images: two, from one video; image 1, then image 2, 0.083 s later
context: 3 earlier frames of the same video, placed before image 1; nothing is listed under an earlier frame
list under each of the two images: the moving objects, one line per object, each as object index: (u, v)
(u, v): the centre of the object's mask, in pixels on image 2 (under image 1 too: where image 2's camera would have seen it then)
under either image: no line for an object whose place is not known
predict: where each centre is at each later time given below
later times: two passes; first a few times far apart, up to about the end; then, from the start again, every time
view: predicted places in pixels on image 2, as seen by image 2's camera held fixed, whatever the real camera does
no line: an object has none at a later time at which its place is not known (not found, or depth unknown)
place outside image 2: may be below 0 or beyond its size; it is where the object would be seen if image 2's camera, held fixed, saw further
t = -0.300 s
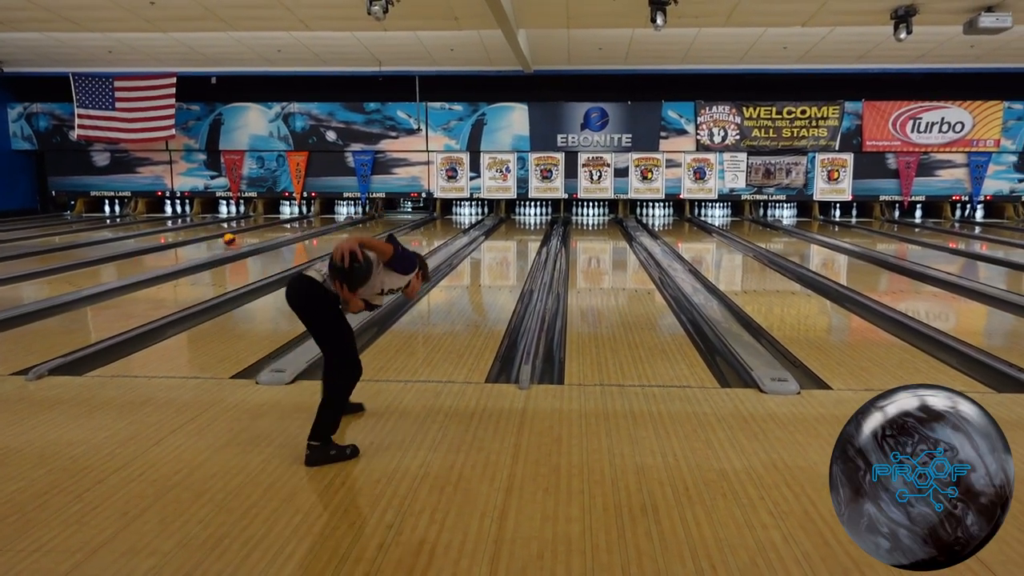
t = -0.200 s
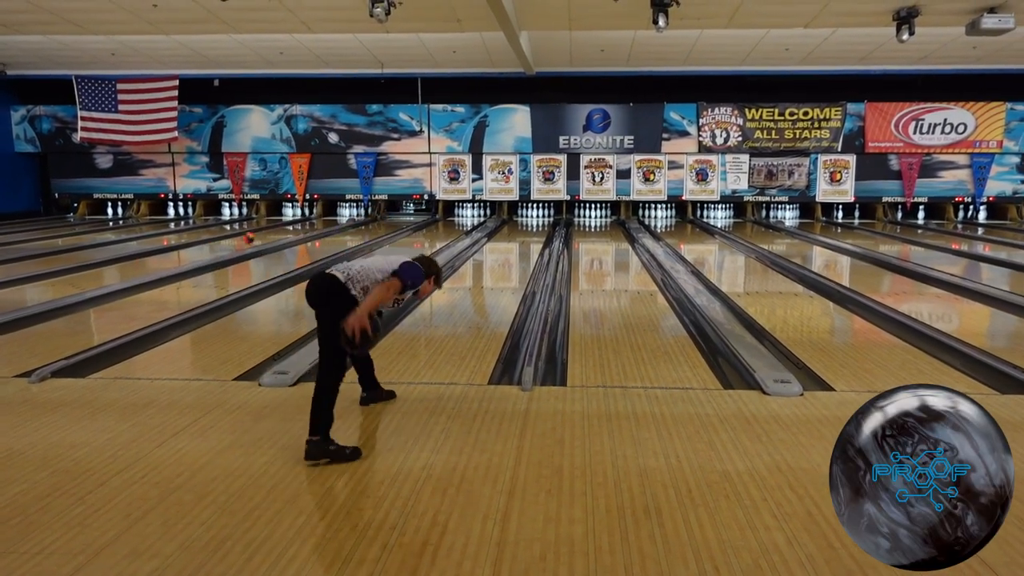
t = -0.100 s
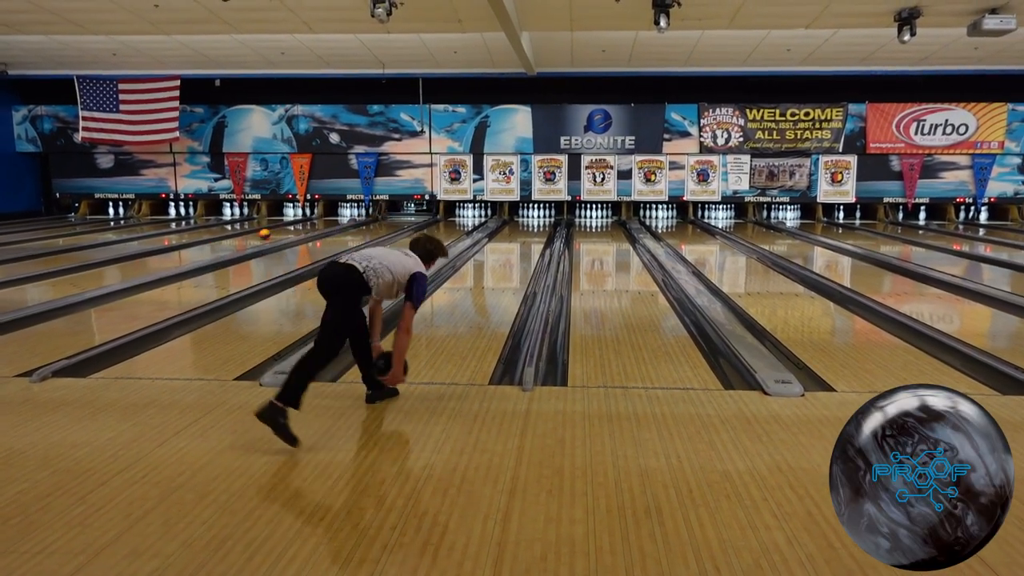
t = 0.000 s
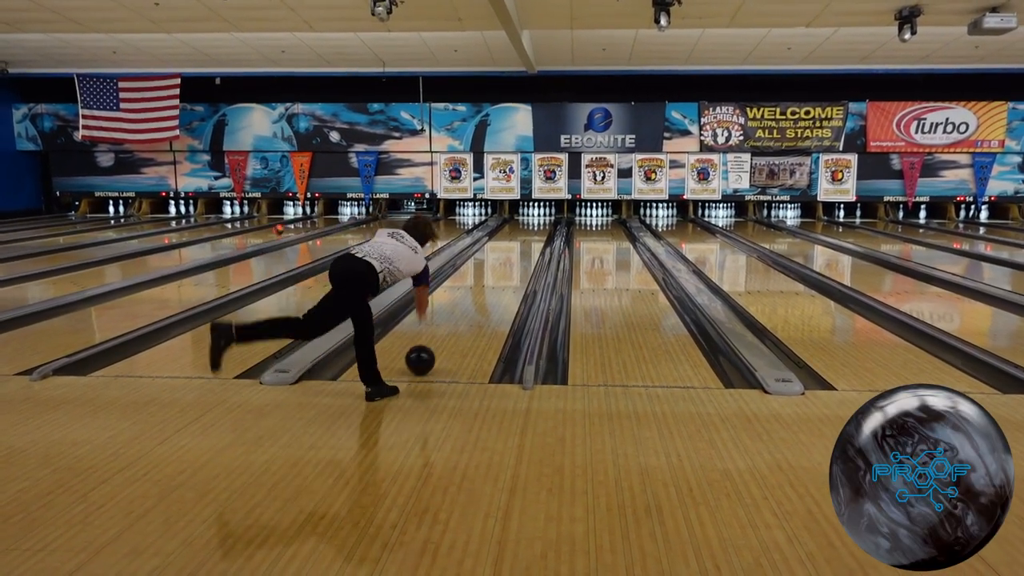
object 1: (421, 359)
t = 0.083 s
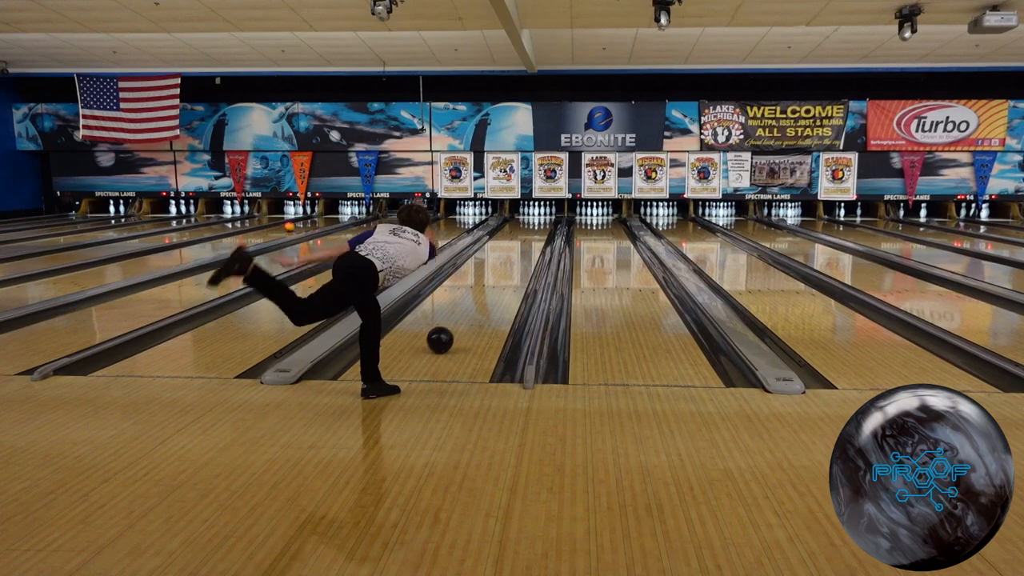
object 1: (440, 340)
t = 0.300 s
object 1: (475, 302)
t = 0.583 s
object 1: (503, 272)
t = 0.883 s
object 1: (522, 251)
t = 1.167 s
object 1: (533, 238)
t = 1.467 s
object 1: (541, 228)
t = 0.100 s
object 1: (443, 336)
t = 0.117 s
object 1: (446, 333)
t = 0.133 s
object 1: (449, 330)
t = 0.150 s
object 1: (453, 326)
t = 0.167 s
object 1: (455, 323)
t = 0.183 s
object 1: (458, 320)
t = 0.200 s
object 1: (461, 318)
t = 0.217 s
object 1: (463, 315)
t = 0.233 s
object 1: (466, 312)
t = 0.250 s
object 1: (468, 310)
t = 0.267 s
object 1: (471, 307)
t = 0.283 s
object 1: (473, 305)
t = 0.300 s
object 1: (475, 302)
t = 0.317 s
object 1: (477, 300)
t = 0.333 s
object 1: (479, 298)
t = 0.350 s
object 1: (481, 296)
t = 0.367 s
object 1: (483, 294)
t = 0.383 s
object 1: (485, 292)
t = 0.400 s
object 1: (486, 290)
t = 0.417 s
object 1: (488, 288)
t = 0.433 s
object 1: (490, 286)
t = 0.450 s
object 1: (492, 284)
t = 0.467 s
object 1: (493, 283)
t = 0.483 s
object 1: (495, 281)
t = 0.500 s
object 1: (496, 279)
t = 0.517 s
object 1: (498, 278)
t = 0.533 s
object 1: (499, 276)
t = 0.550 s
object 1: (501, 275)
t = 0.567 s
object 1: (502, 273)
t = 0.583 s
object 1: (503, 272)
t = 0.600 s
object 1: (504, 270)
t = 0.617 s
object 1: (506, 269)
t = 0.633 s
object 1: (507, 268)
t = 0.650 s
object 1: (508, 266)
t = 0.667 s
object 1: (509, 265)
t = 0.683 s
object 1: (510, 264)
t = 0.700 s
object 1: (512, 263)
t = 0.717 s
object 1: (513, 262)
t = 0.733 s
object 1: (514, 261)
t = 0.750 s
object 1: (515, 260)
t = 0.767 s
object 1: (516, 258)
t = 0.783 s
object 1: (517, 257)
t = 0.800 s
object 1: (517, 256)
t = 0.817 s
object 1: (518, 255)
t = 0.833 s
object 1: (519, 254)
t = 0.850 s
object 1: (520, 253)
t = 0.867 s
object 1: (521, 253)
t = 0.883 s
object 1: (522, 251)
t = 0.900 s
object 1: (522, 250)
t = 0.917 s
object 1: (524, 249)
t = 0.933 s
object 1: (524, 249)
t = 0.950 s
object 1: (525, 248)
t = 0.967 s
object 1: (526, 247)
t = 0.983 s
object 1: (526, 246)
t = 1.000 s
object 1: (527, 245)
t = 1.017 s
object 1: (528, 244)
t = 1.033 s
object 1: (528, 244)
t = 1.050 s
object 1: (529, 243)
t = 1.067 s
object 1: (529, 242)
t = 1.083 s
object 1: (530, 242)
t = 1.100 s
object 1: (531, 241)
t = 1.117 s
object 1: (531, 240)
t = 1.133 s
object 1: (532, 239)
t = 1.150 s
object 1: (532, 239)
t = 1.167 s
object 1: (533, 238)
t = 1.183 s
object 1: (533, 238)
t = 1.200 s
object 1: (534, 237)
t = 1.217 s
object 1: (535, 236)
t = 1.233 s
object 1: (535, 236)
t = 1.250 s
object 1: (536, 235)
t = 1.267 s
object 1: (536, 235)
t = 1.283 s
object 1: (537, 234)
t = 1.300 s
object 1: (537, 234)
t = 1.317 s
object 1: (537, 233)
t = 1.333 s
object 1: (538, 232)
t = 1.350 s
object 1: (538, 232)
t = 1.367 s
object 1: (539, 231)
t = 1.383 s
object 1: (539, 231)
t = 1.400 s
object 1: (539, 230)
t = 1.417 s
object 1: (540, 229)
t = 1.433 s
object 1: (540, 229)
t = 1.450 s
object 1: (540, 228)
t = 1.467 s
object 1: (541, 228)
